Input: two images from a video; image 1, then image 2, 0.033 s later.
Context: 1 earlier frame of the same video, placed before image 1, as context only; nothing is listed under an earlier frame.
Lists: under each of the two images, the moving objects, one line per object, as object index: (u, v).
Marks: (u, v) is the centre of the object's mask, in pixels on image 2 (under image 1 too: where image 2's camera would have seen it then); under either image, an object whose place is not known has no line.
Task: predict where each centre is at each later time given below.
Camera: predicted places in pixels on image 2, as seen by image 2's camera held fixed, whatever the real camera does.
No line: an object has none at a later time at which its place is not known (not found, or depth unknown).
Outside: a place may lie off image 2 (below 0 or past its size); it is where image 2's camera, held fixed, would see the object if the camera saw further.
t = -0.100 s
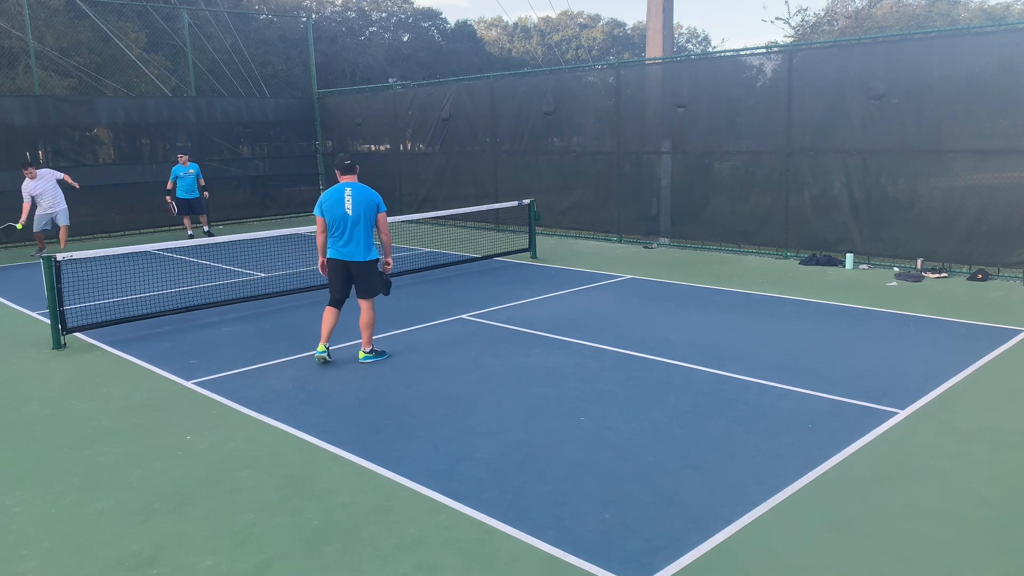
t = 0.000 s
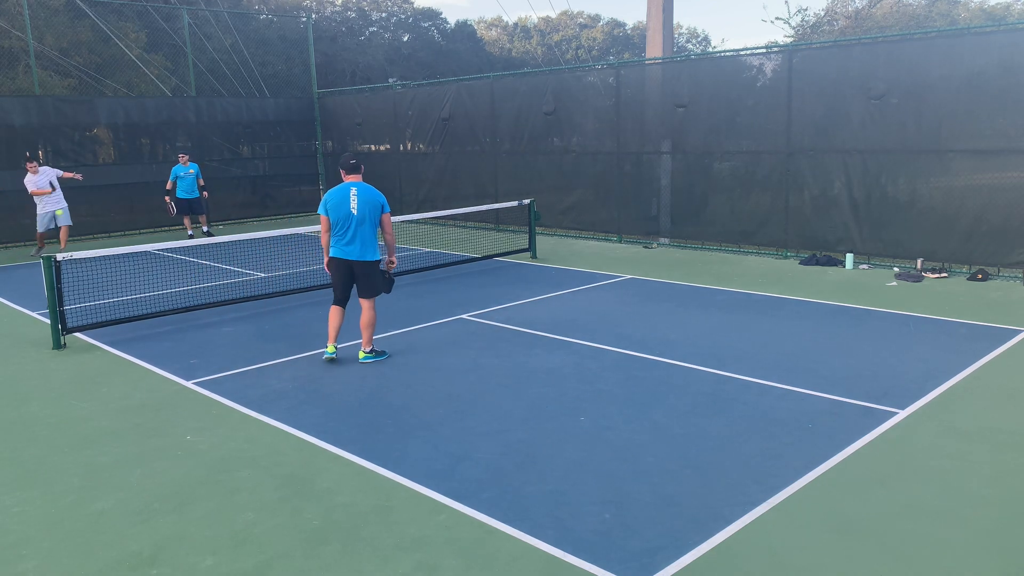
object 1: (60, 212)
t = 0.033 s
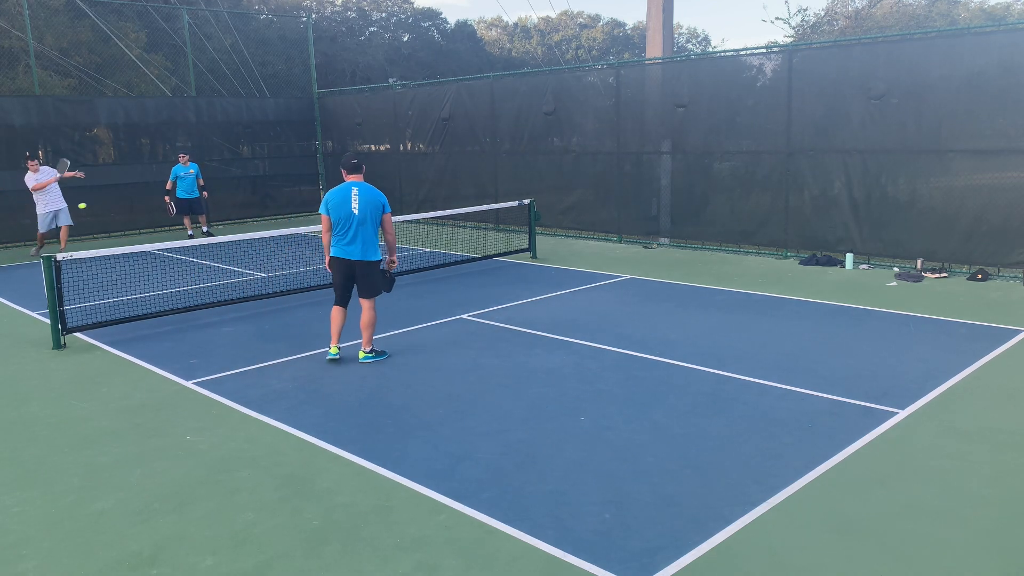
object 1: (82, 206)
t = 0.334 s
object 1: (322, 190)
